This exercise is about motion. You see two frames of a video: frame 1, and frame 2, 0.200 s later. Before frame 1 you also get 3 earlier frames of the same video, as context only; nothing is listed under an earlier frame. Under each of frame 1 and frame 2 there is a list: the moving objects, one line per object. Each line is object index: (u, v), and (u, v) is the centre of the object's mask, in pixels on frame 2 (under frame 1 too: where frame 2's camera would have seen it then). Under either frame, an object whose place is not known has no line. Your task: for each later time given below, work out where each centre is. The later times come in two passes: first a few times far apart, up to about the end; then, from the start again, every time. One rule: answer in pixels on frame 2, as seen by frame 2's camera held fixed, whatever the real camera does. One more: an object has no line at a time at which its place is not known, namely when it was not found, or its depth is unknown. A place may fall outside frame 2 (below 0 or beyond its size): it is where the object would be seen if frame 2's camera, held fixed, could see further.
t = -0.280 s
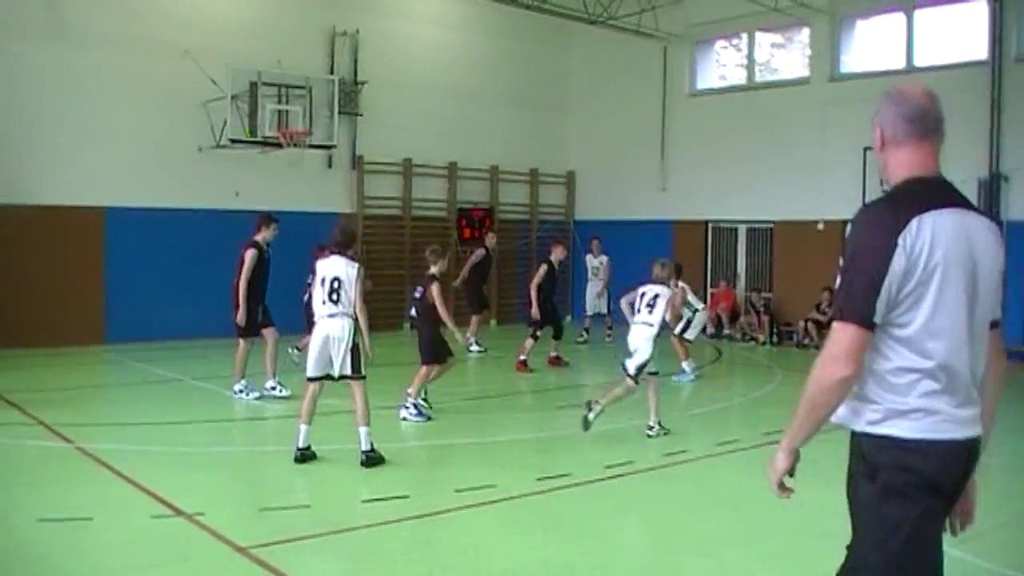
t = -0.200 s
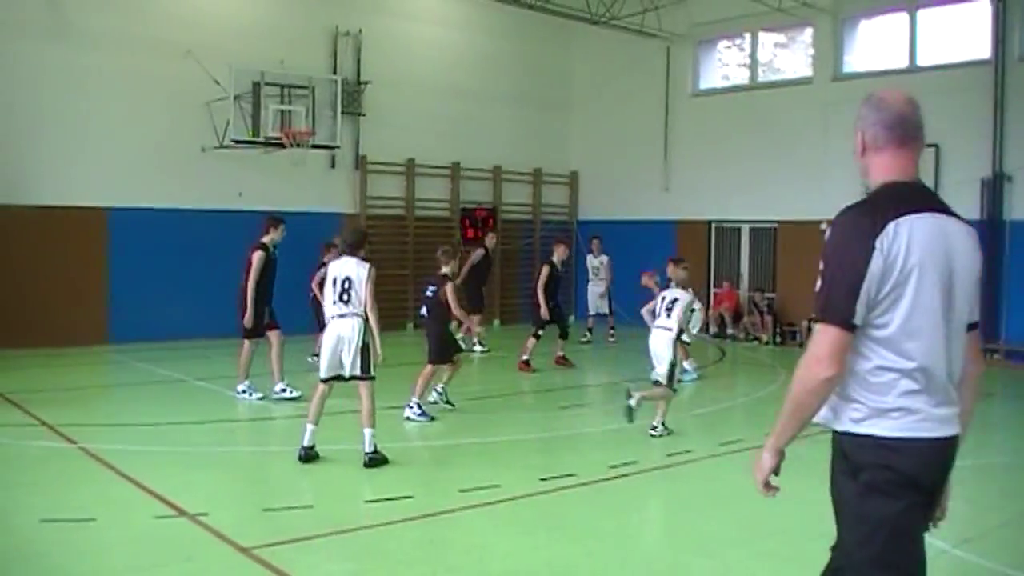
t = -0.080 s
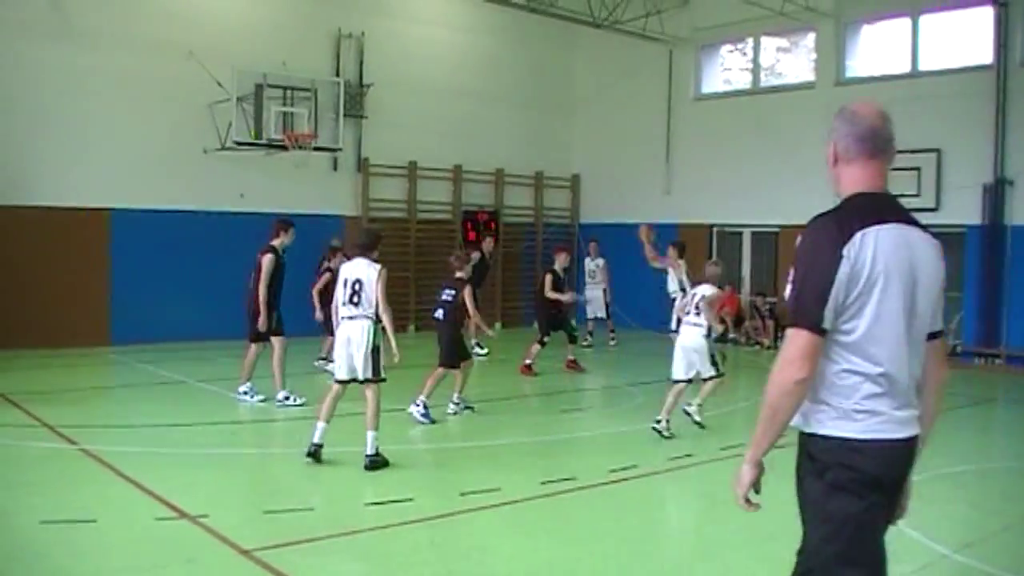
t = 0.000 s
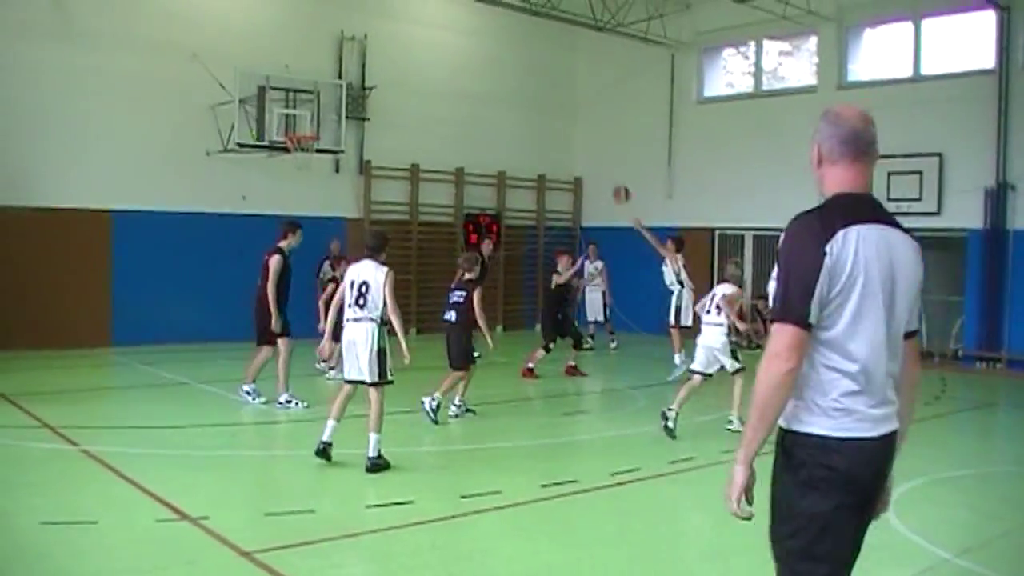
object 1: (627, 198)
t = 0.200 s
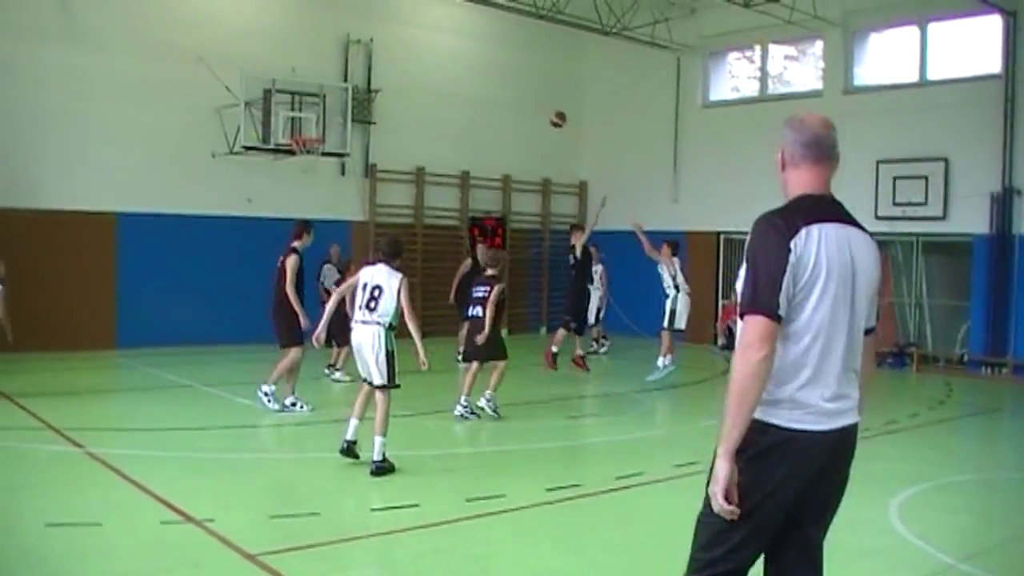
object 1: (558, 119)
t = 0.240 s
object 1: (544, 107)
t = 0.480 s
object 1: (468, 67)
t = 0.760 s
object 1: (388, 79)
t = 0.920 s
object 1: (344, 111)
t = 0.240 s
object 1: (544, 107)
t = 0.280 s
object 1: (531, 98)
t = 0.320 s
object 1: (518, 89)
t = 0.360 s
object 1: (505, 82)
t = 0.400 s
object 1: (493, 76)
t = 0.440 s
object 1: (480, 71)
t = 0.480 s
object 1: (468, 67)
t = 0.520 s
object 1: (456, 66)
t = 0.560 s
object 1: (444, 65)
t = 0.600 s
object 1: (432, 65)
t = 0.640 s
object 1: (421, 67)
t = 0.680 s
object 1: (409, 70)
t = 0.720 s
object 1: (398, 73)
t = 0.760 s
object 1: (388, 79)
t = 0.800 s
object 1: (376, 86)
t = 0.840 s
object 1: (367, 93)
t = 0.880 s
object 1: (354, 94)
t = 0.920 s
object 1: (344, 111)
